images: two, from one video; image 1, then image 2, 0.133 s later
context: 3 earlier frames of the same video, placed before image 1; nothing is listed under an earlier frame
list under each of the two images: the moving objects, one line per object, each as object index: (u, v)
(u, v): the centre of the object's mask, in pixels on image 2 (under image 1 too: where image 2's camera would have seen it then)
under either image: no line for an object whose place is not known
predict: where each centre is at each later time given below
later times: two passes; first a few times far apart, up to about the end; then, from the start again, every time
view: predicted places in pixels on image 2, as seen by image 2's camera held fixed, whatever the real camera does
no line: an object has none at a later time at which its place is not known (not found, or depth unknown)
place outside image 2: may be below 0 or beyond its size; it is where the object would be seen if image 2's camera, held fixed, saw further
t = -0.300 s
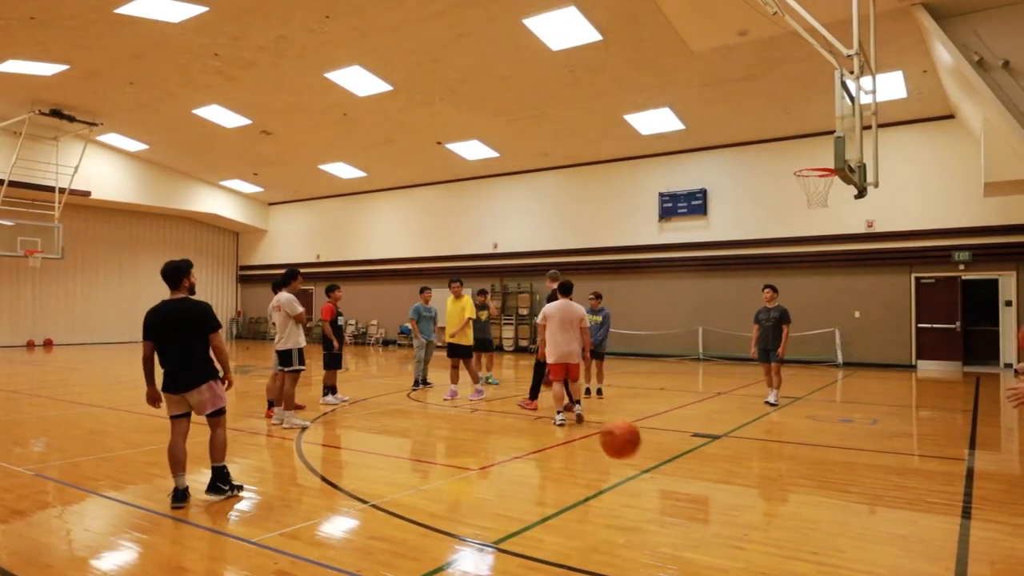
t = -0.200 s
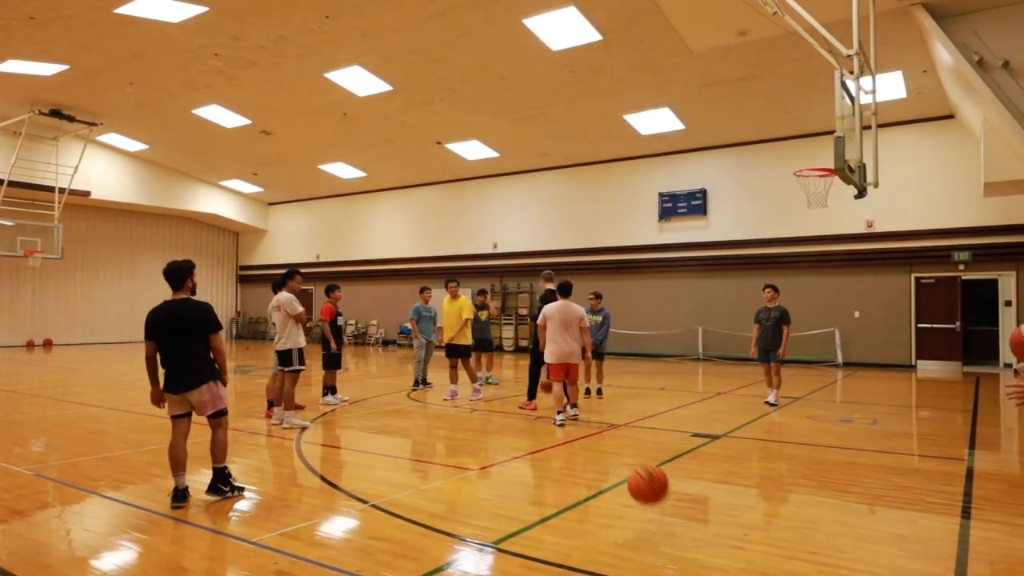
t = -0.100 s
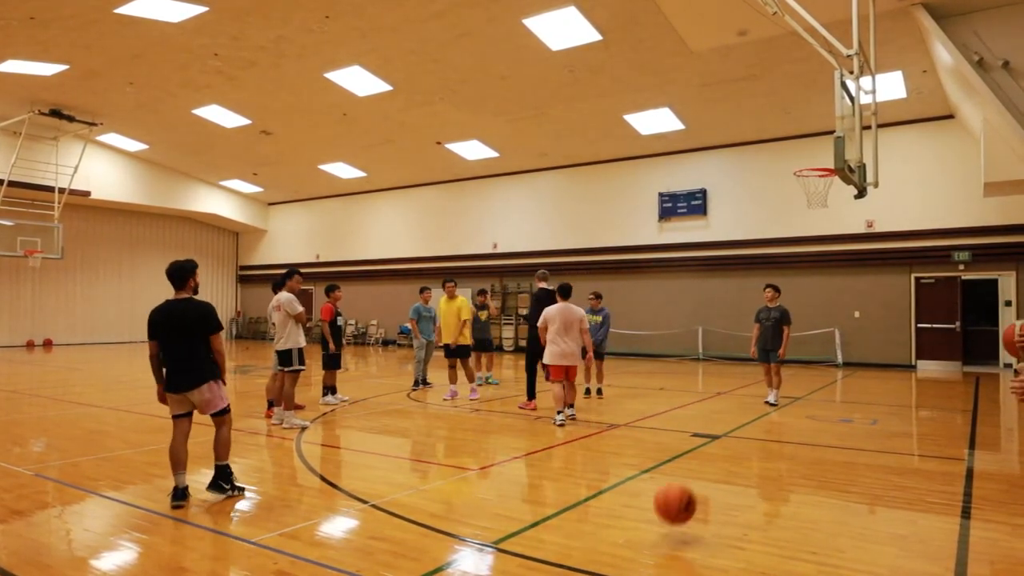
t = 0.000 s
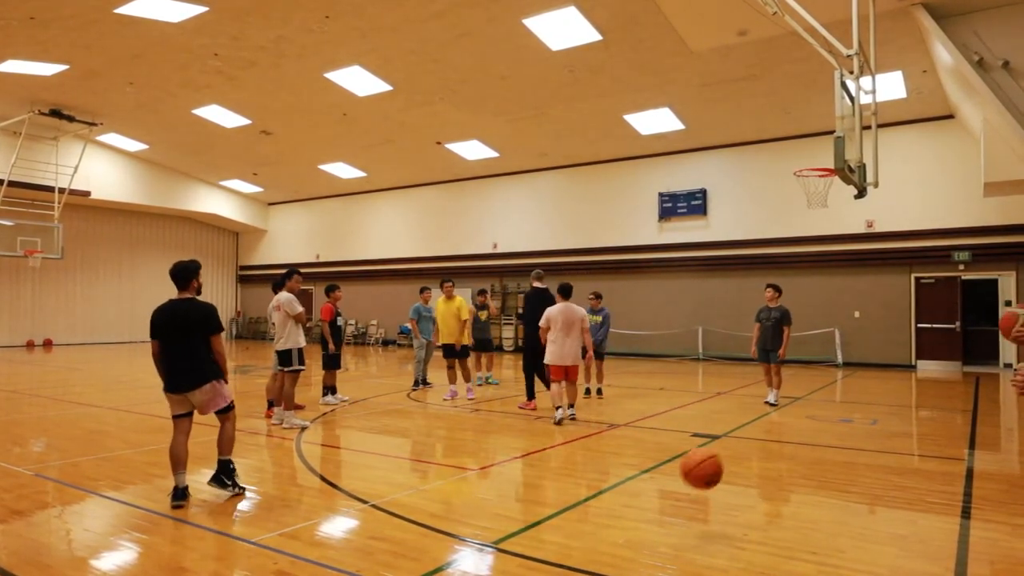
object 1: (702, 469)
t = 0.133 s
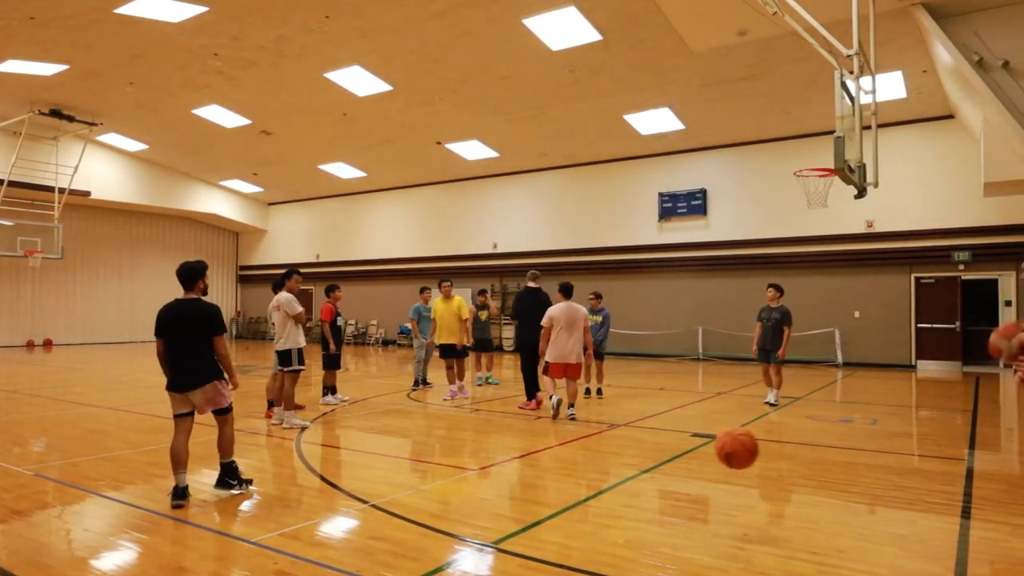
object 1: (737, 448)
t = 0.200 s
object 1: (755, 449)
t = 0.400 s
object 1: (810, 496)
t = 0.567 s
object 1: (857, 497)
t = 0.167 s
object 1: (745, 448)
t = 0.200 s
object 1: (755, 449)
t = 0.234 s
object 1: (763, 452)
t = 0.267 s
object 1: (772, 458)
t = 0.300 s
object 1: (782, 465)
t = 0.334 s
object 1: (791, 475)
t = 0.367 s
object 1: (800, 485)
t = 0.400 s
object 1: (810, 496)
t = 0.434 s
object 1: (819, 513)
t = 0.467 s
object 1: (829, 530)
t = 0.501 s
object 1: (838, 519)
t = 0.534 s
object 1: (848, 507)
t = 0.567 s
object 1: (857, 497)
